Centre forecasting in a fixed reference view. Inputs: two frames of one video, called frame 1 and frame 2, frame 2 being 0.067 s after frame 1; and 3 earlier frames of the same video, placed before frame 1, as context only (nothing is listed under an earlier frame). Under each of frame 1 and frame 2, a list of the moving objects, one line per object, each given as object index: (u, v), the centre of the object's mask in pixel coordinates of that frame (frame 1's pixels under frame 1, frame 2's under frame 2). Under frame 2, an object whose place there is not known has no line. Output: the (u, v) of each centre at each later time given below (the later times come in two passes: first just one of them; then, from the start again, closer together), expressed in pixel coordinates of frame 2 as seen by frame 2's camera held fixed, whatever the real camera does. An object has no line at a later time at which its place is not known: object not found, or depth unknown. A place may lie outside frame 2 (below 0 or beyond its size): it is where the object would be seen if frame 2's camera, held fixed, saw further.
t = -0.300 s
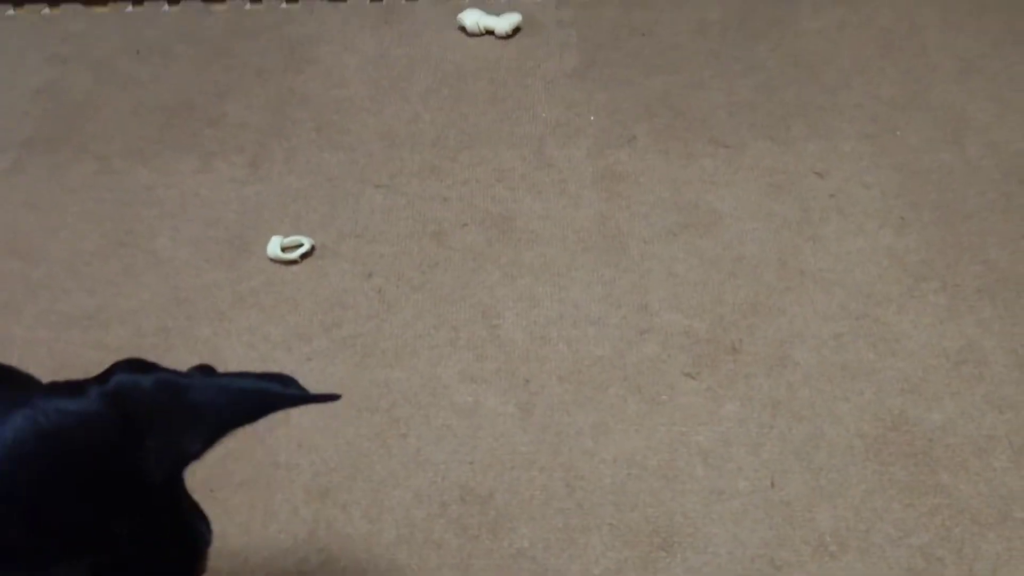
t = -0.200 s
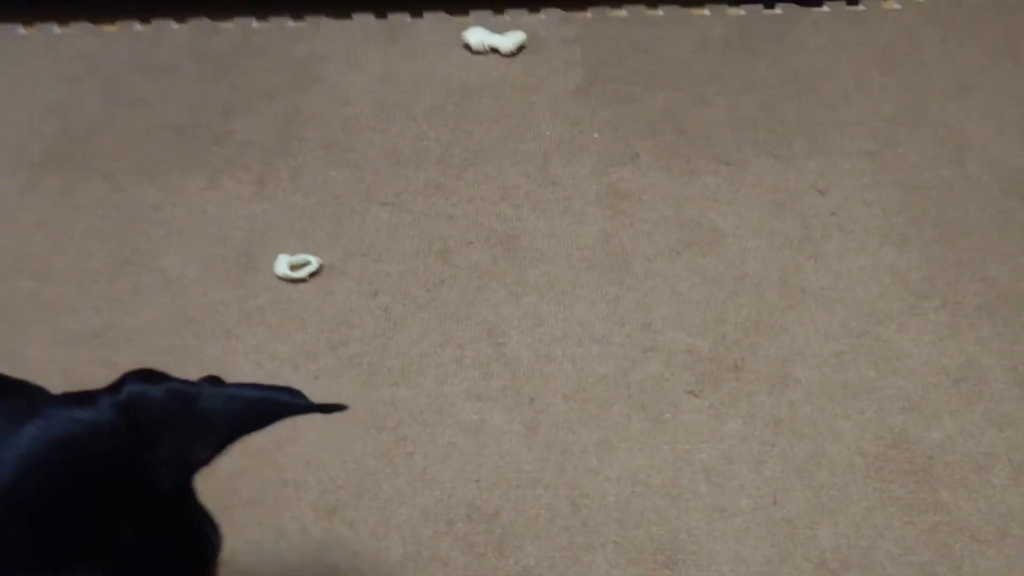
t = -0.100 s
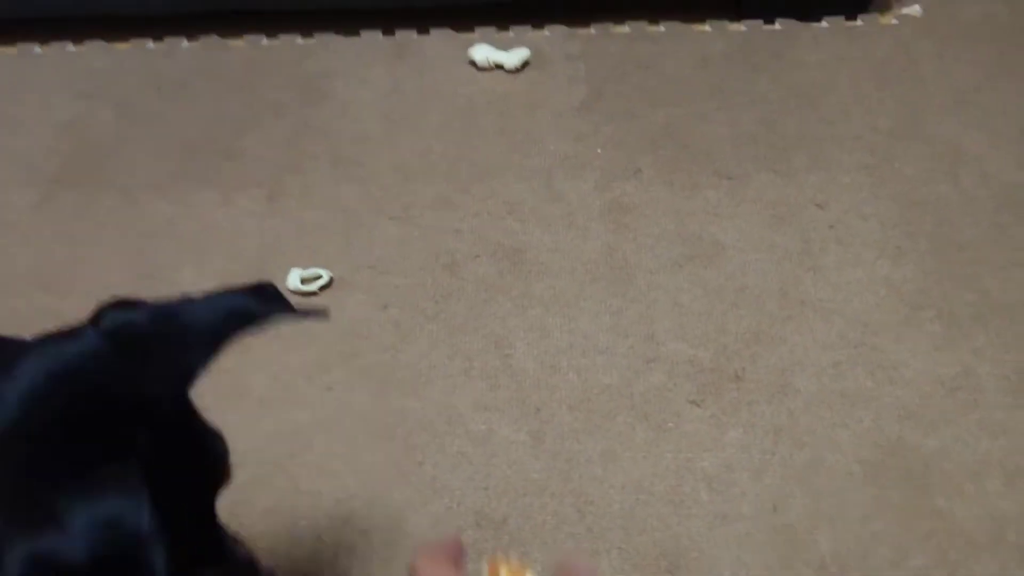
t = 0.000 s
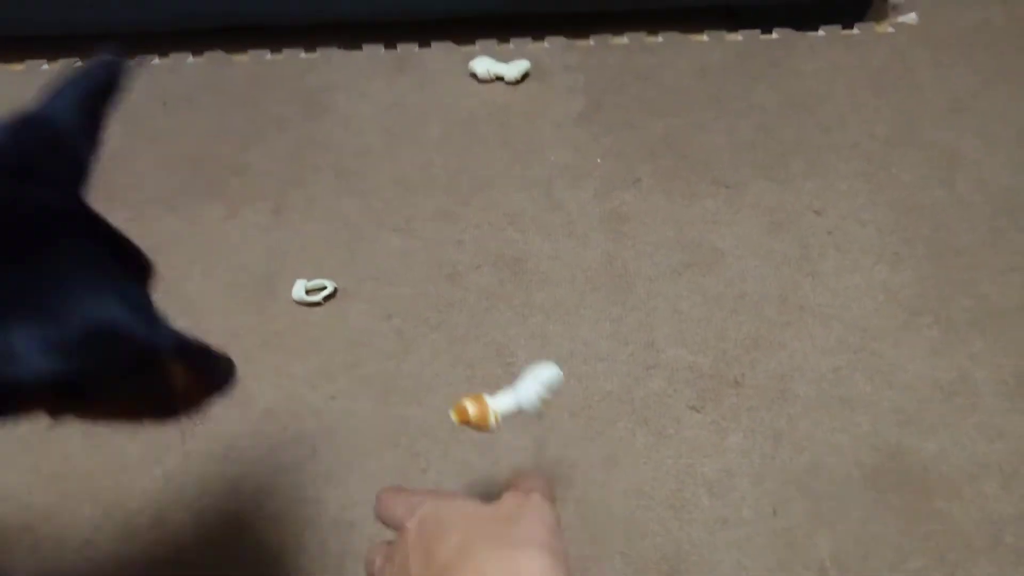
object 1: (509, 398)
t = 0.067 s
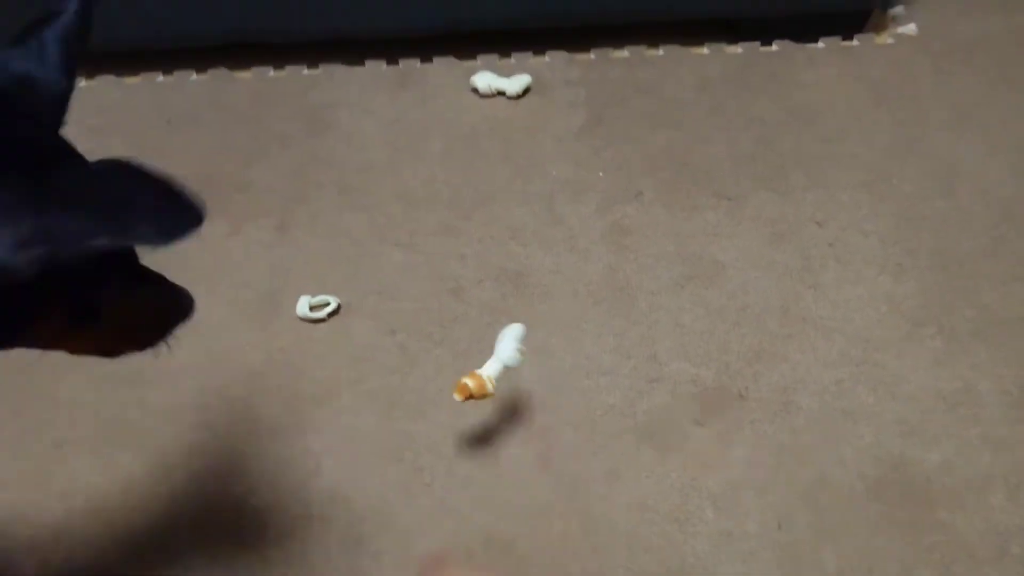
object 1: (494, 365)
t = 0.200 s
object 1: (511, 271)
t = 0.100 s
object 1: (487, 360)
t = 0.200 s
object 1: (511, 271)
